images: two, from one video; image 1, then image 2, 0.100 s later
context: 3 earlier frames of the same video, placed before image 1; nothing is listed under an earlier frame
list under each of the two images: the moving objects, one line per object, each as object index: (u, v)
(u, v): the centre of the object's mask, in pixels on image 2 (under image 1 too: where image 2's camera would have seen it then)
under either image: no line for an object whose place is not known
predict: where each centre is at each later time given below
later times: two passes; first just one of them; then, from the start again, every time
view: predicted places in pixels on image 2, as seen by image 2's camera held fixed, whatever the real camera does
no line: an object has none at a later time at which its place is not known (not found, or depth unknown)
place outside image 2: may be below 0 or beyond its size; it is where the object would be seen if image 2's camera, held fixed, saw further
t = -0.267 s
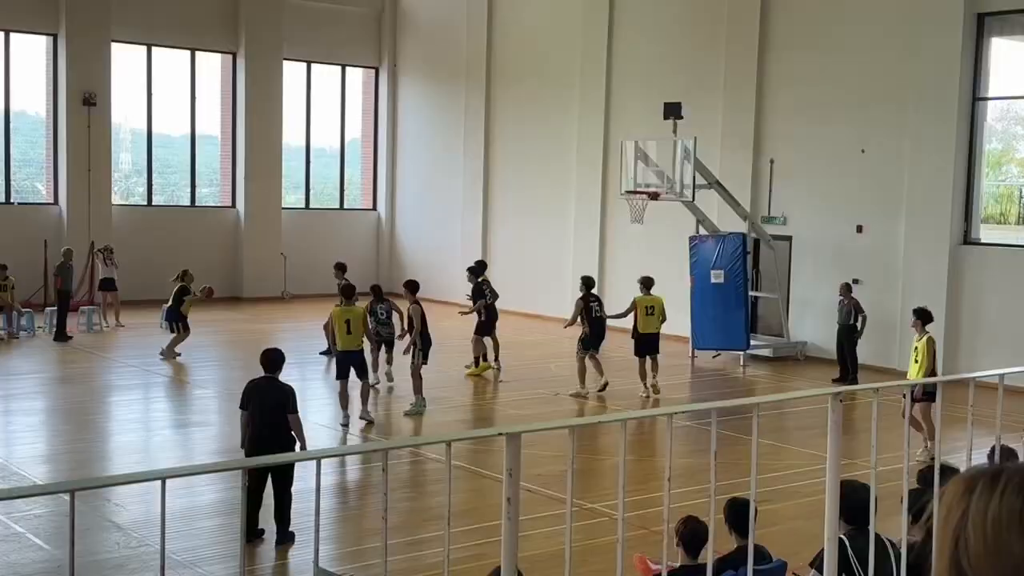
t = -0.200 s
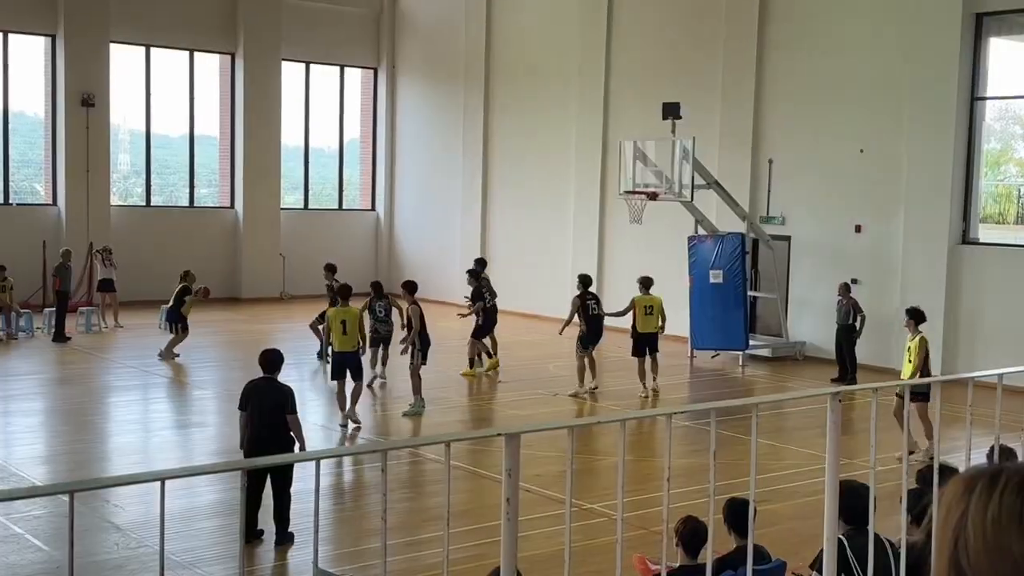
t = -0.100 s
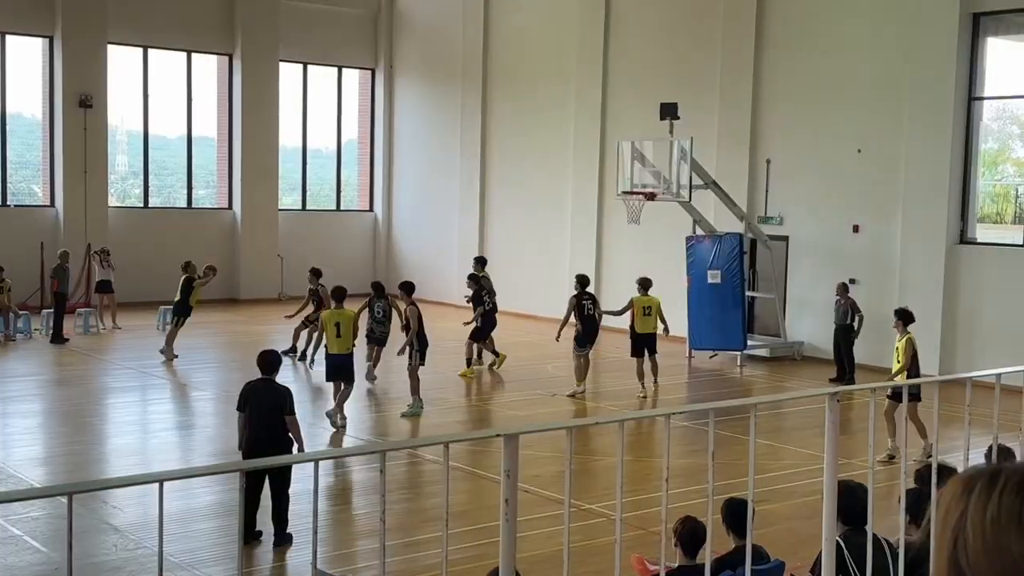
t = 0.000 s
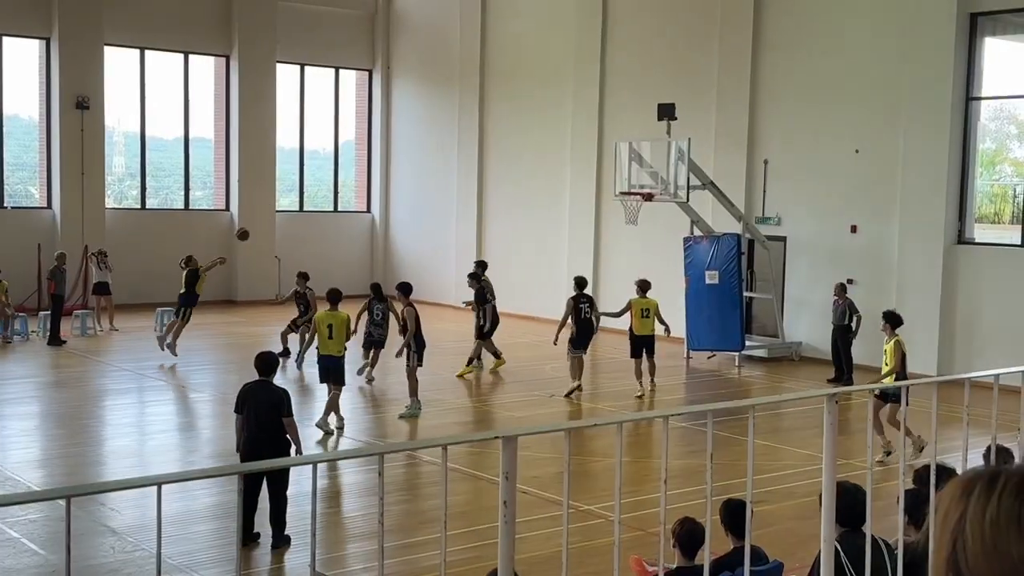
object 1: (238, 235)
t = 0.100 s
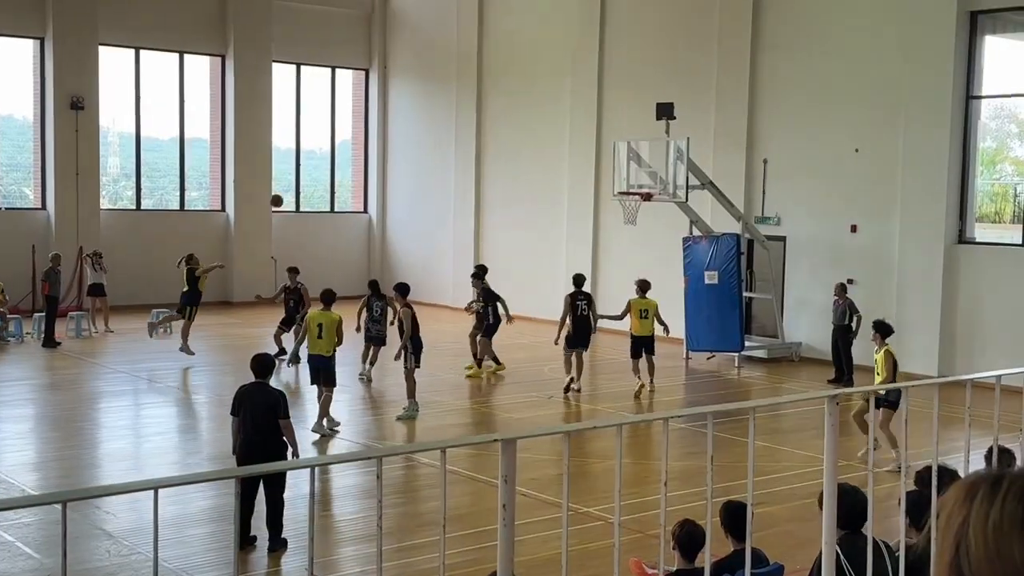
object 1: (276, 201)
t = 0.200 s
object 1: (310, 171)
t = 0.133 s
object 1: (289, 190)
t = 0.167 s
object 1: (300, 181)
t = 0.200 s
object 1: (310, 171)
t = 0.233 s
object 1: (321, 162)
